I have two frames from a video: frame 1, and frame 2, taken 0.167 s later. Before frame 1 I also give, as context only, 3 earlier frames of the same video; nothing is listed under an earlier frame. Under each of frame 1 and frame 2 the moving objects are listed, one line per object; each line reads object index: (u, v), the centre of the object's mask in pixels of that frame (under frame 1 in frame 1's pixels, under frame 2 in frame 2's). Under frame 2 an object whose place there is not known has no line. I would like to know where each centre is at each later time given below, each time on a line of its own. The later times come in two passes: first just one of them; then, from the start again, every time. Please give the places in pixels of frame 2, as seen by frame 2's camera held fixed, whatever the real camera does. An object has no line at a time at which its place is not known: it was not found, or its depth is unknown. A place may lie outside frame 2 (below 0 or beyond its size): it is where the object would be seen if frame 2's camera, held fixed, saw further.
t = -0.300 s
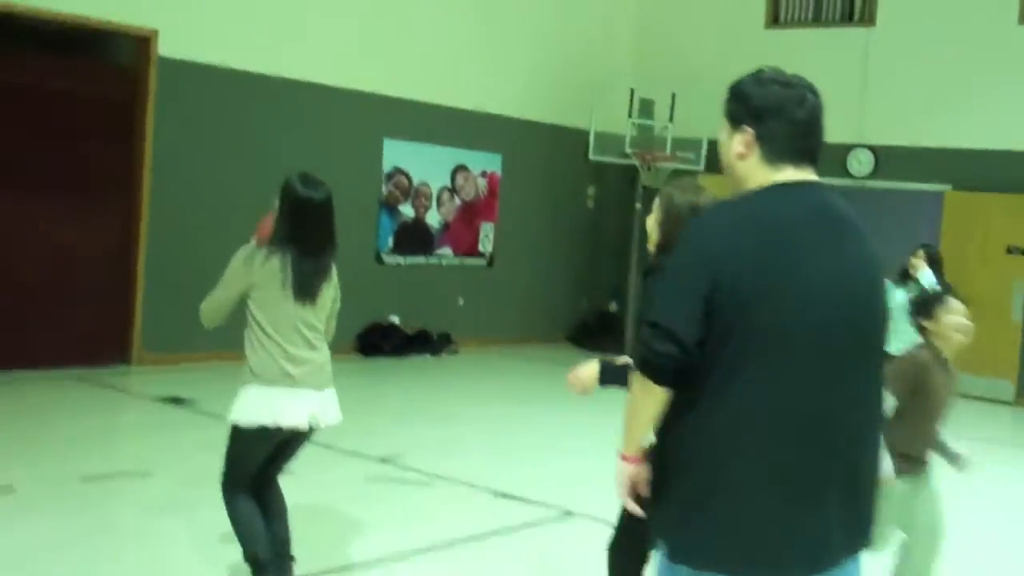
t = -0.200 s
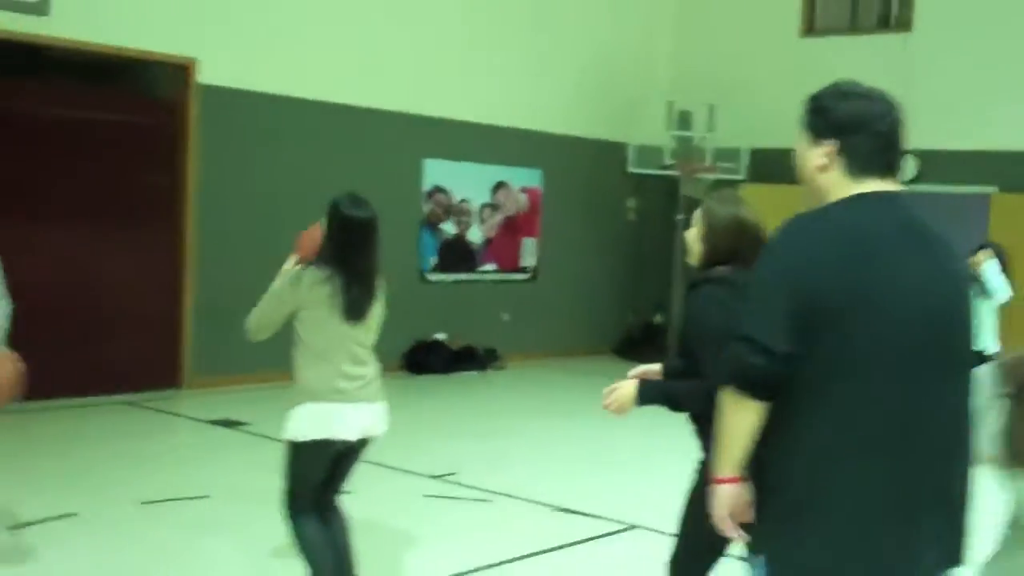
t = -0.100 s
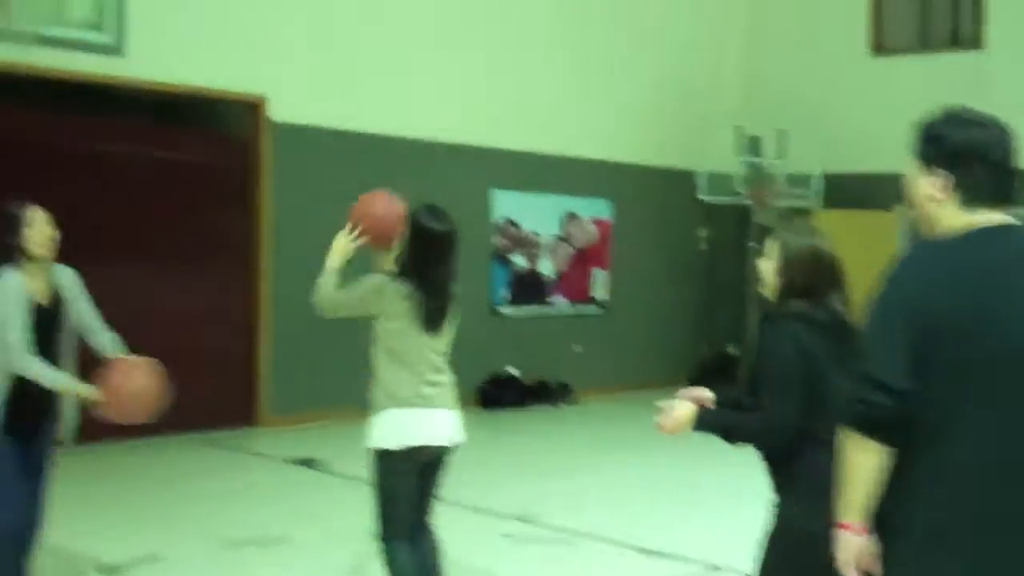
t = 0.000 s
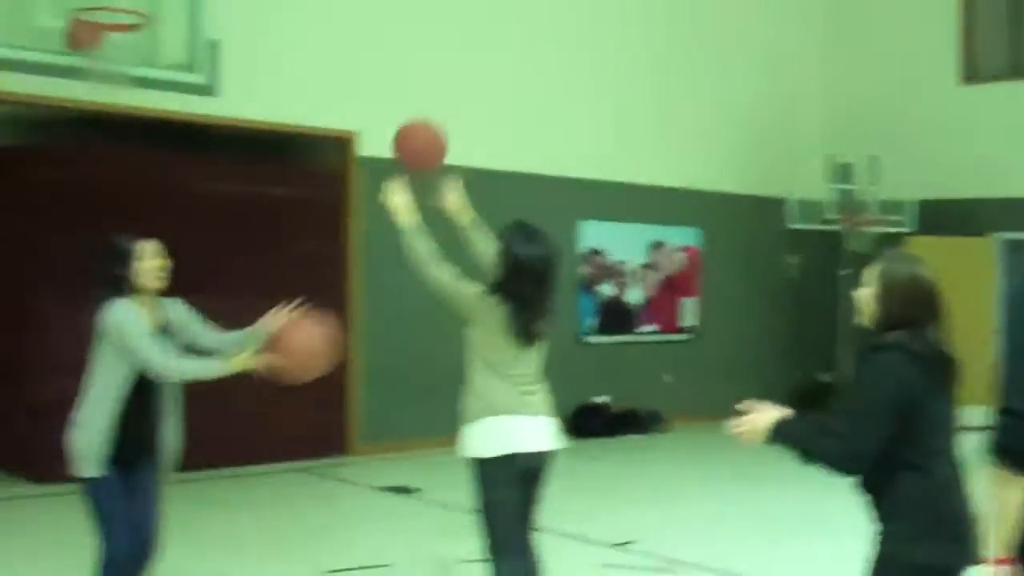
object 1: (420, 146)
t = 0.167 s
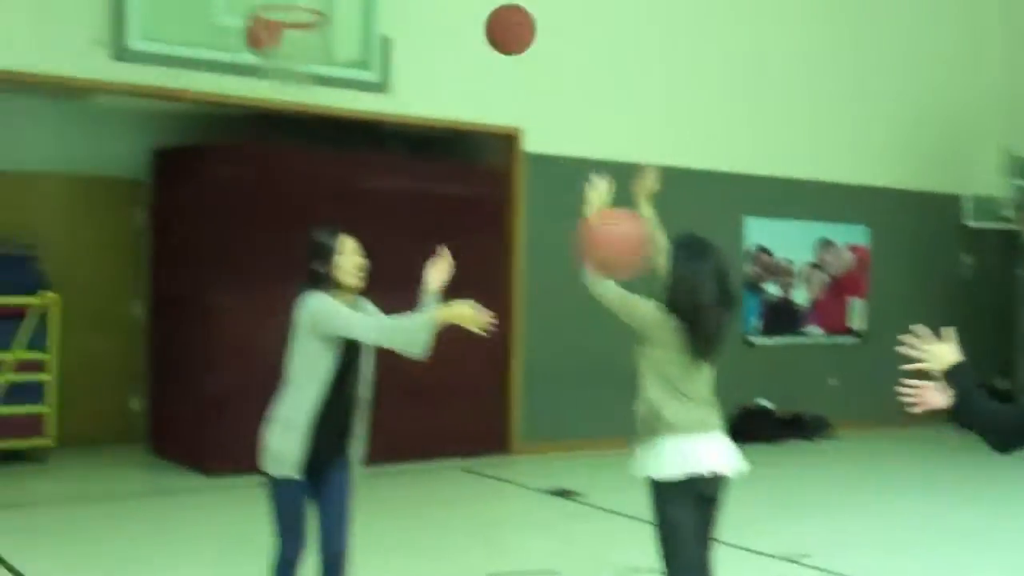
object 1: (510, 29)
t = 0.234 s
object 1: (483, 5)
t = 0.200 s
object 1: (496, 16)
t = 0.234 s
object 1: (483, 5)
